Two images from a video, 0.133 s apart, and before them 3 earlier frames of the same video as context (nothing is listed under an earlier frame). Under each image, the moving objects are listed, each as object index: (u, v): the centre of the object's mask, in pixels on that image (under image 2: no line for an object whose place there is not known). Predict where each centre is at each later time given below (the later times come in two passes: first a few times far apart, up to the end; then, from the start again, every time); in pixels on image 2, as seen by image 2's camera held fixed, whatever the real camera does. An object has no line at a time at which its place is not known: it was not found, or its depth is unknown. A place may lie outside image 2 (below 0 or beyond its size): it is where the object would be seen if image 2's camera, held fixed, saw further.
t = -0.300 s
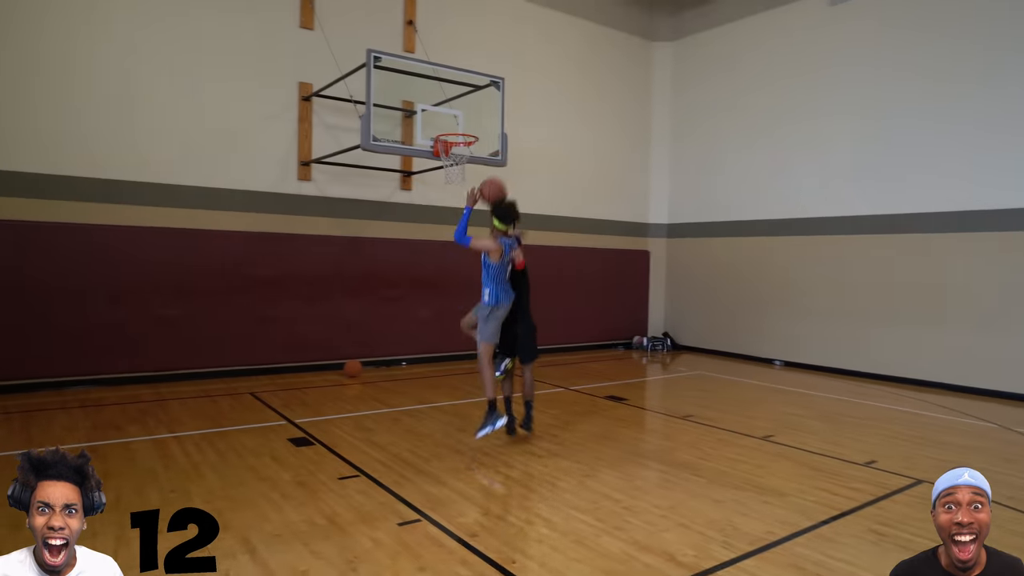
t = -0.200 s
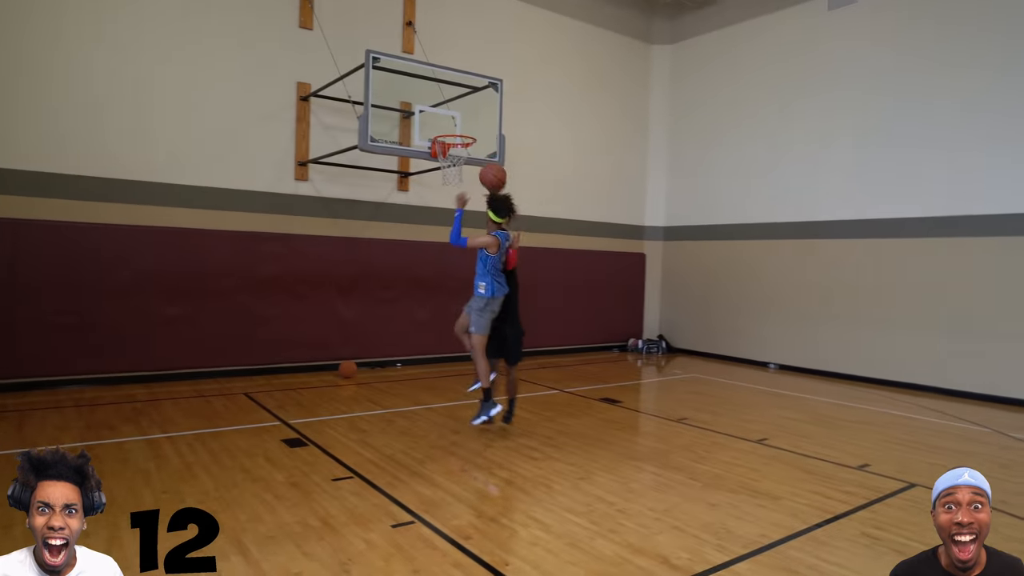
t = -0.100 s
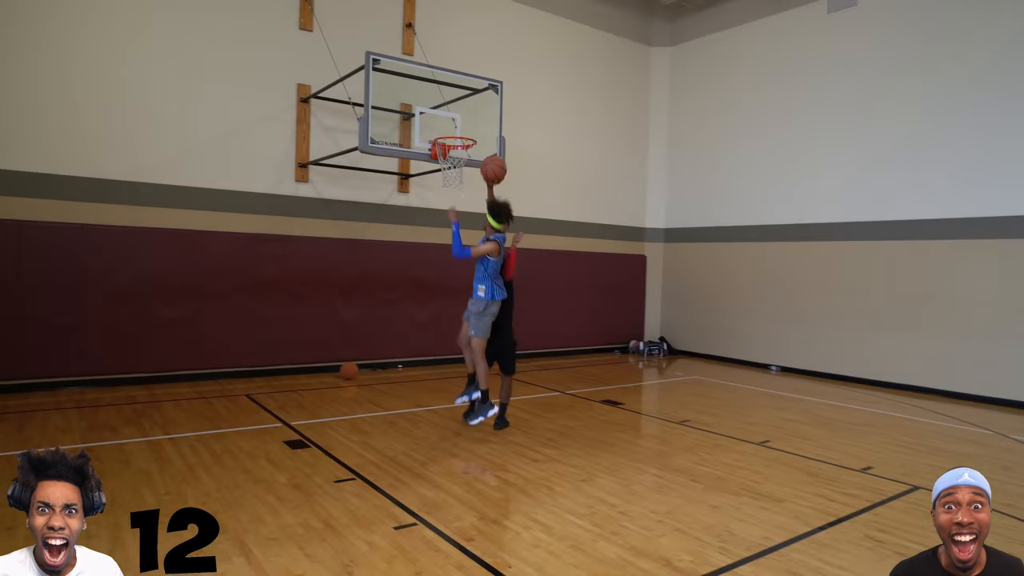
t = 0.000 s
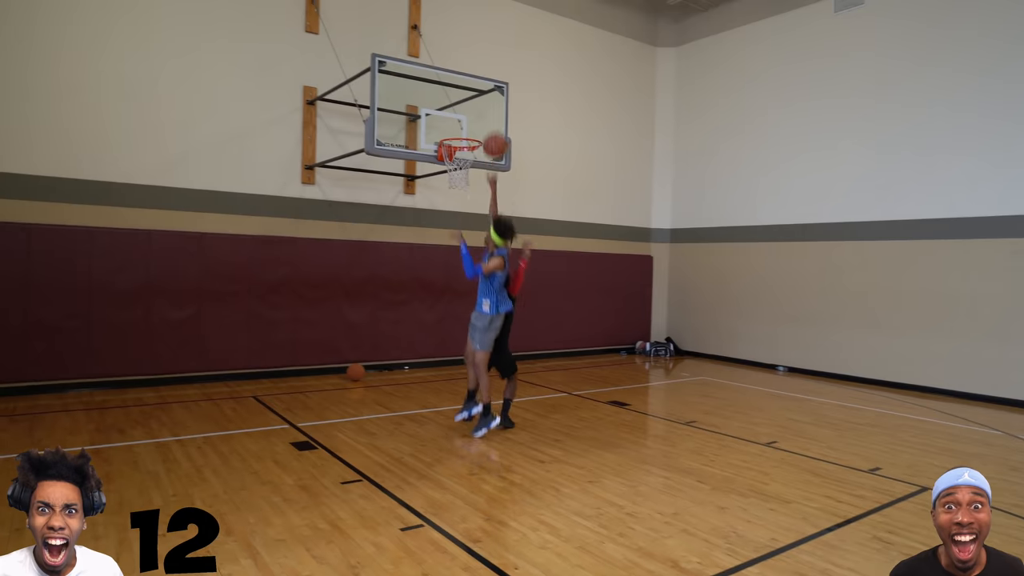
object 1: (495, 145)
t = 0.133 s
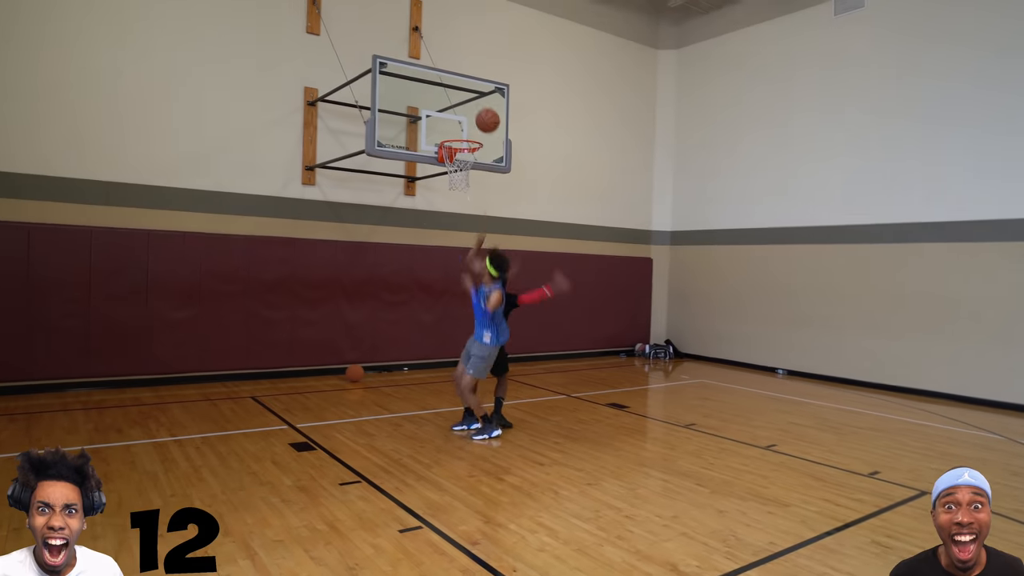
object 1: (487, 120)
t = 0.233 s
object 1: (482, 113)
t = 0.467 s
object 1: (470, 128)
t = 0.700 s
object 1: (473, 130)
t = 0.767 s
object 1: (475, 129)
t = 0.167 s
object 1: (485, 117)
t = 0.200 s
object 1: (483, 114)
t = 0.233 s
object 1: (482, 113)
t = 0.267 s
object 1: (480, 113)
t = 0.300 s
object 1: (478, 114)
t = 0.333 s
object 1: (476, 116)
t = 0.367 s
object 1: (474, 119)
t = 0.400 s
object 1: (472, 122)
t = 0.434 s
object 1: (470, 127)
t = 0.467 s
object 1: (470, 128)
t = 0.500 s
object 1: (470, 126)
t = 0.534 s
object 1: (471, 124)
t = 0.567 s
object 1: (470, 123)
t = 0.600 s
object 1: (471, 124)
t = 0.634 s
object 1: (471, 125)
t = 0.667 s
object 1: (472, 127)
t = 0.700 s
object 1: (473, 130)
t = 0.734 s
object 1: (474, 129)
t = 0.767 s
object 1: (475, 129)
